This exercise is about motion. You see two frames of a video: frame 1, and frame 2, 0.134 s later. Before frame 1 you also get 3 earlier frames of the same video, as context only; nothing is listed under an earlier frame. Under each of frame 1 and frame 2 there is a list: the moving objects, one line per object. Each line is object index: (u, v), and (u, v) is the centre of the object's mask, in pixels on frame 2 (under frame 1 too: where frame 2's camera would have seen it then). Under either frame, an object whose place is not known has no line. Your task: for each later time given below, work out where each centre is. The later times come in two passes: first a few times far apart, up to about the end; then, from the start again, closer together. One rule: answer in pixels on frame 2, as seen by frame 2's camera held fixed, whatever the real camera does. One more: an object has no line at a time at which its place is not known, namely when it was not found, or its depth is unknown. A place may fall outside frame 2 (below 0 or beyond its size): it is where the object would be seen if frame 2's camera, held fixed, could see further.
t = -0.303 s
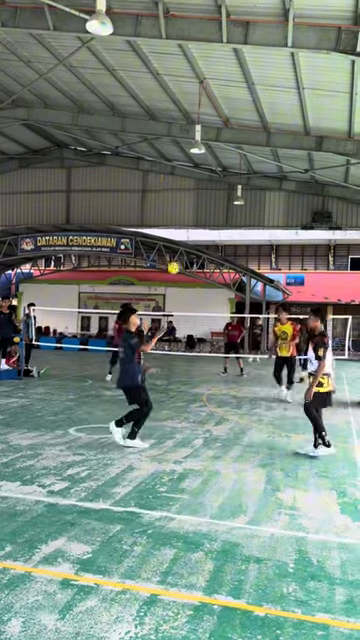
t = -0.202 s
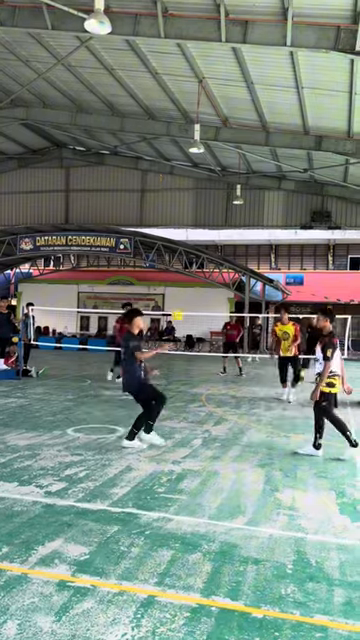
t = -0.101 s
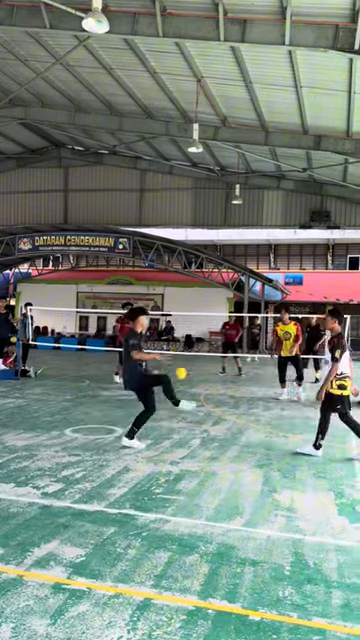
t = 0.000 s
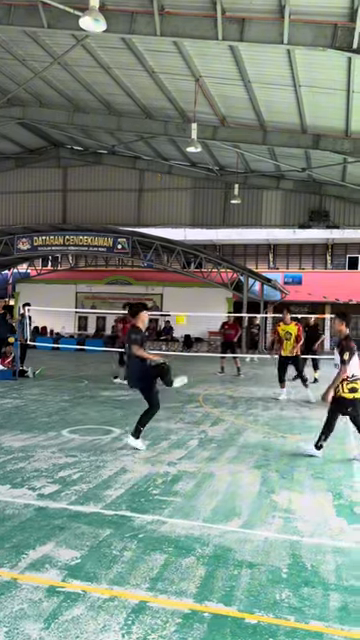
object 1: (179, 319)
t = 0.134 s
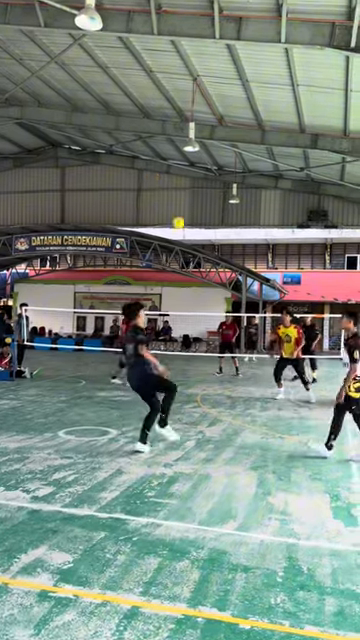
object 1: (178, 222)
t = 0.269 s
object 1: (177, 147)
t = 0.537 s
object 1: (177, 56)
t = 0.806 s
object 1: (178, 31)
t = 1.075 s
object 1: (175, 57)
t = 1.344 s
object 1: (170, 126)
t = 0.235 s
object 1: (178, 165)
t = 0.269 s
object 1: (177, 147)
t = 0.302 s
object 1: (177, 132)
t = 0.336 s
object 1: (177, 117)
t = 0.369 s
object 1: (177, 104)
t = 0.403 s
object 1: (178, 93)
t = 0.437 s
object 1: (177, 82)
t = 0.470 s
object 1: (177, 72)
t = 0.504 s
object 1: (177, 63)
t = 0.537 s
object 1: (177, 56)
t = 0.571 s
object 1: (178, 49)
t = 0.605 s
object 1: (178, 44)
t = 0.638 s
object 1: (178, 40)
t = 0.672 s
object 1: (178, 37)
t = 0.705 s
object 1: (178, 34)
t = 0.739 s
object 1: (178, 32)
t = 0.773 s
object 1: (178, 31)
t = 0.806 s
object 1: (178, 31)
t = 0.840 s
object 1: (177, 31)
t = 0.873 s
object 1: (177, 33)
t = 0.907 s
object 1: (177, 35)
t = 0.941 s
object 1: (177, 38)
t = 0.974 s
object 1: (177, 41)
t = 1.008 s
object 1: (176, 45)
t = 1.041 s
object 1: (175, 50)
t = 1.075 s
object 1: (175, 57)
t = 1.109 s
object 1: (175, 61)
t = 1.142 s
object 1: (174, 70)
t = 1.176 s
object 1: (173, 78)
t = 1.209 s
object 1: (173, 87)
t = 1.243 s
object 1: (172, 96)
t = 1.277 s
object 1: (172, 105)
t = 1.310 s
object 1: (171, 116)
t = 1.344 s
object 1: (170, 126)
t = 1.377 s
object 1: (170, 138)
